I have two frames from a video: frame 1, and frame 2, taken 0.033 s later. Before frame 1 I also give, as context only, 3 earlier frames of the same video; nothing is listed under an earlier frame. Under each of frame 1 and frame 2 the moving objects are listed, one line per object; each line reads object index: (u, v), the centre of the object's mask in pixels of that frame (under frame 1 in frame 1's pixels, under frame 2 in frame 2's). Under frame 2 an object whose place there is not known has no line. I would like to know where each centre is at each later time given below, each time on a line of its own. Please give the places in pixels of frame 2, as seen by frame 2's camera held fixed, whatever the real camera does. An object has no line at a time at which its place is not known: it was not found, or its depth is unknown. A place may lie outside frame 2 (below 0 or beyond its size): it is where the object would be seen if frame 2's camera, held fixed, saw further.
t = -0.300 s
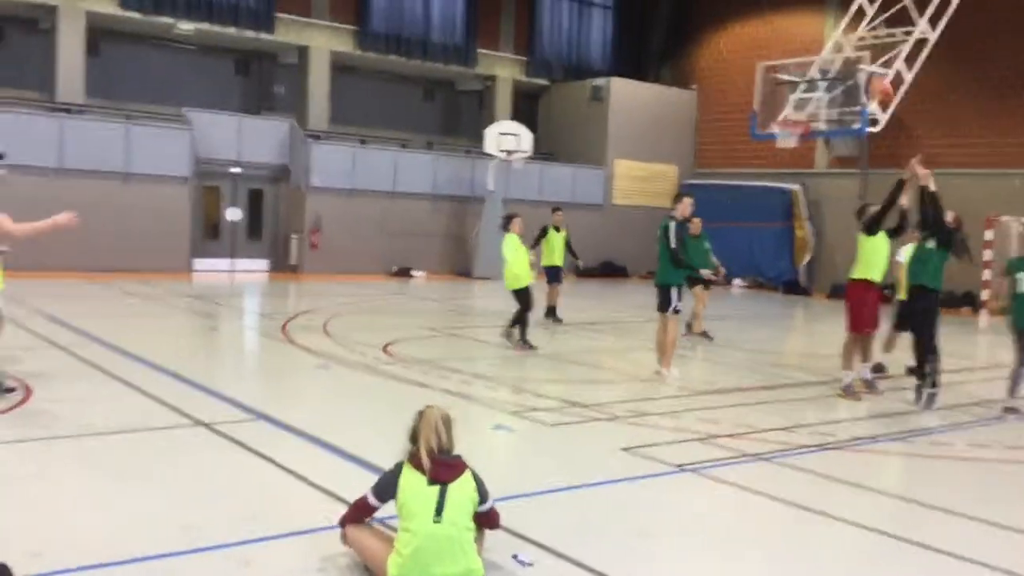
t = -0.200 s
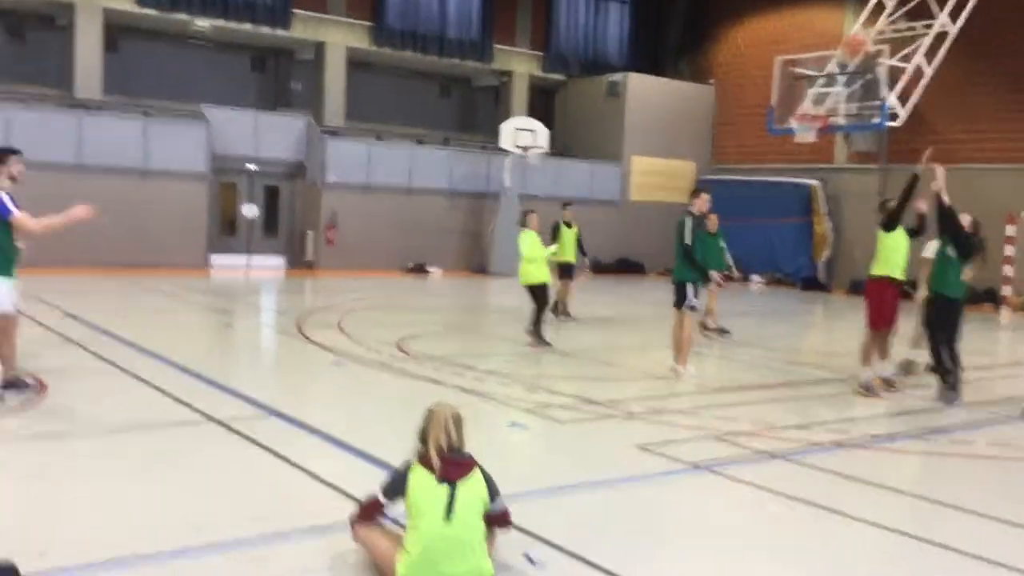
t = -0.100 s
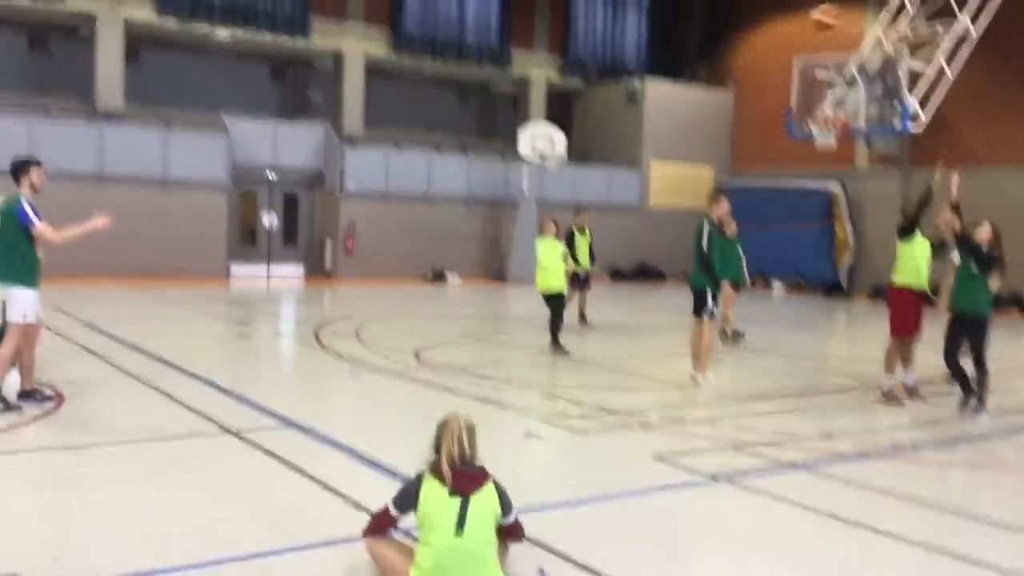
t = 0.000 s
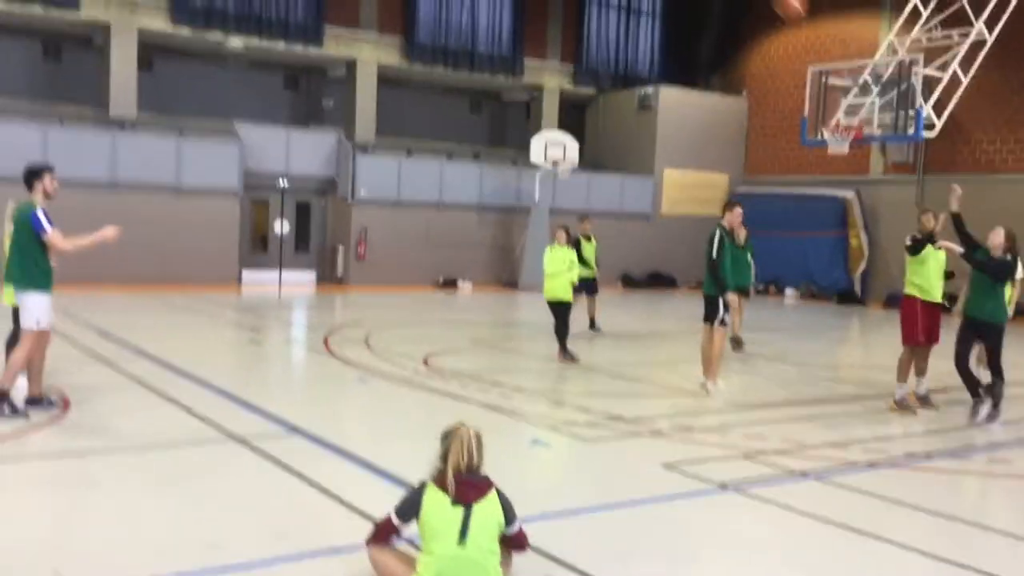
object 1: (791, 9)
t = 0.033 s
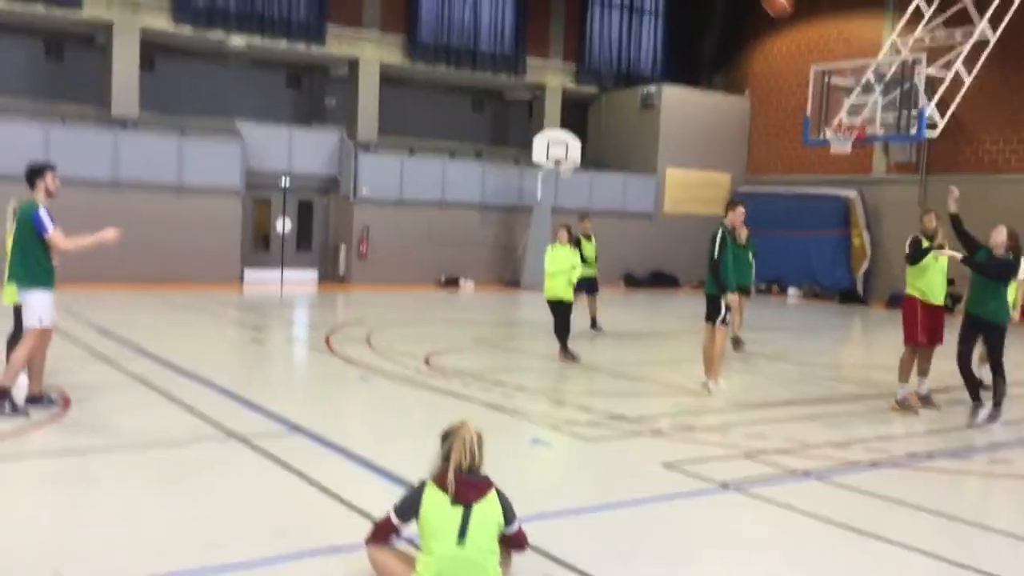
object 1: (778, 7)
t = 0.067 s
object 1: (762, 7)
